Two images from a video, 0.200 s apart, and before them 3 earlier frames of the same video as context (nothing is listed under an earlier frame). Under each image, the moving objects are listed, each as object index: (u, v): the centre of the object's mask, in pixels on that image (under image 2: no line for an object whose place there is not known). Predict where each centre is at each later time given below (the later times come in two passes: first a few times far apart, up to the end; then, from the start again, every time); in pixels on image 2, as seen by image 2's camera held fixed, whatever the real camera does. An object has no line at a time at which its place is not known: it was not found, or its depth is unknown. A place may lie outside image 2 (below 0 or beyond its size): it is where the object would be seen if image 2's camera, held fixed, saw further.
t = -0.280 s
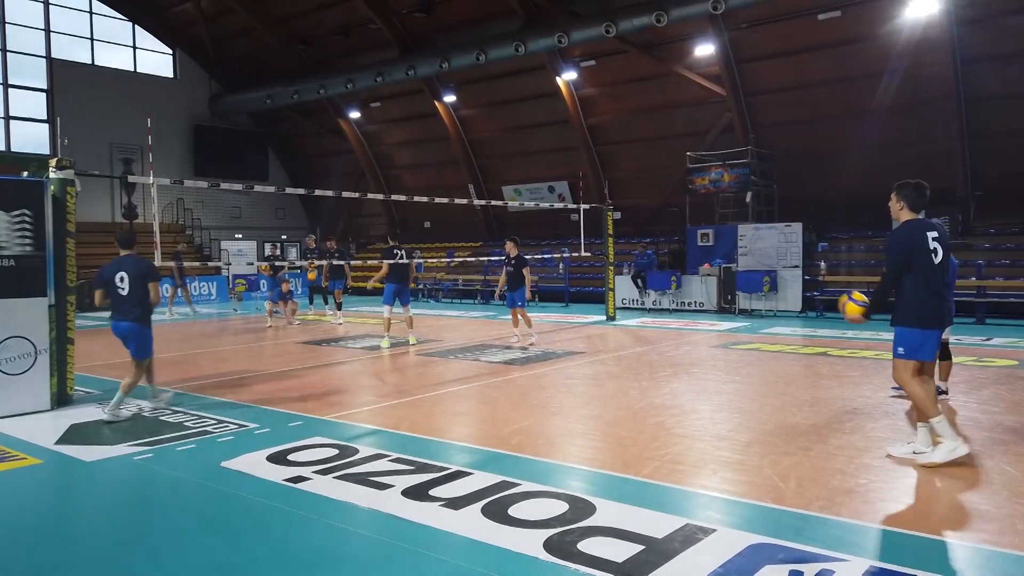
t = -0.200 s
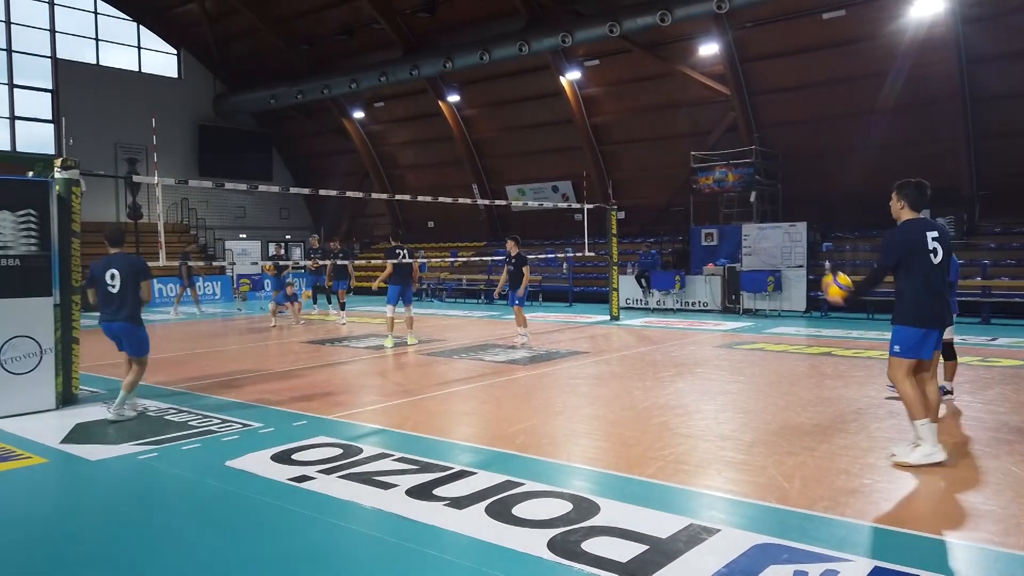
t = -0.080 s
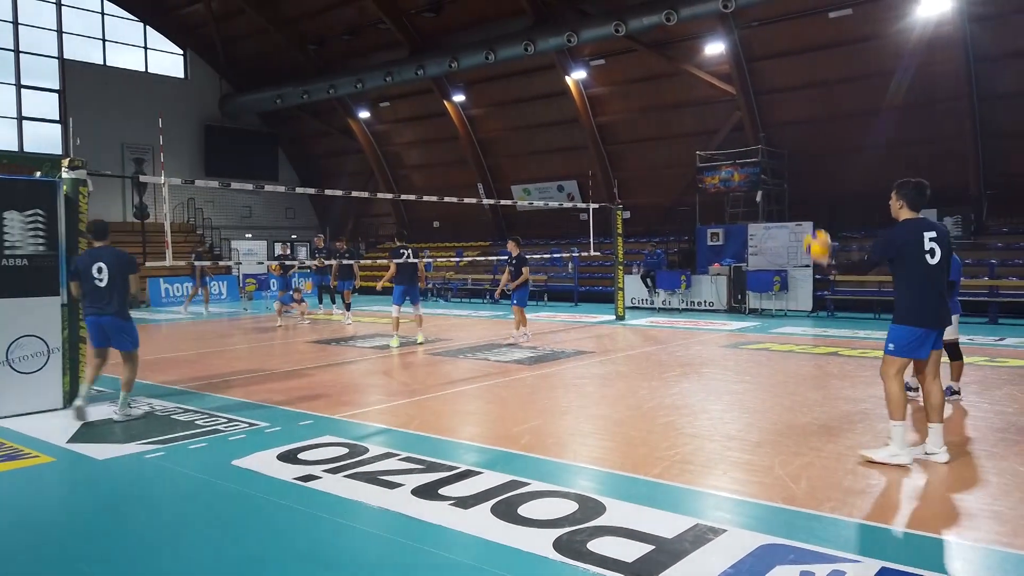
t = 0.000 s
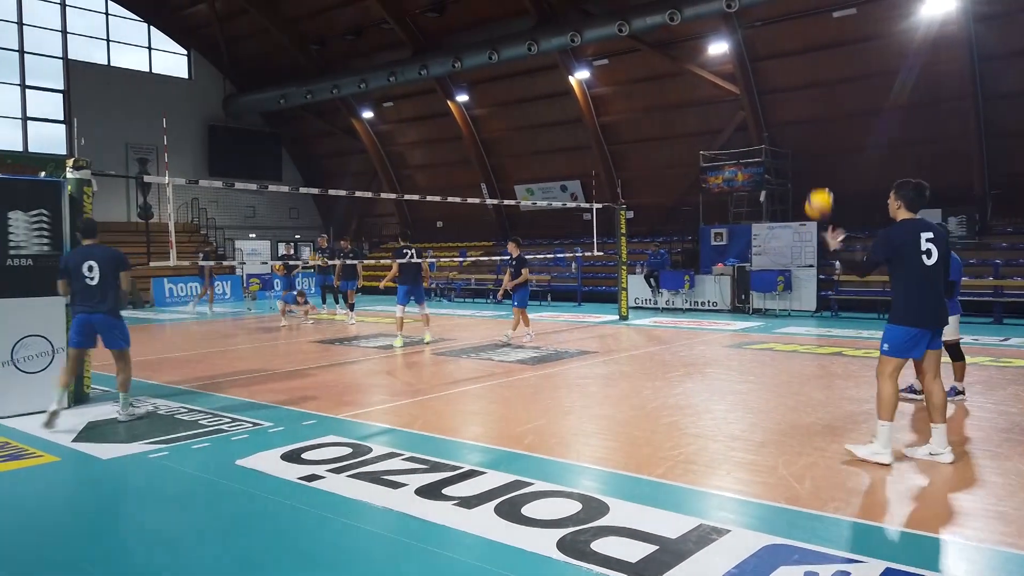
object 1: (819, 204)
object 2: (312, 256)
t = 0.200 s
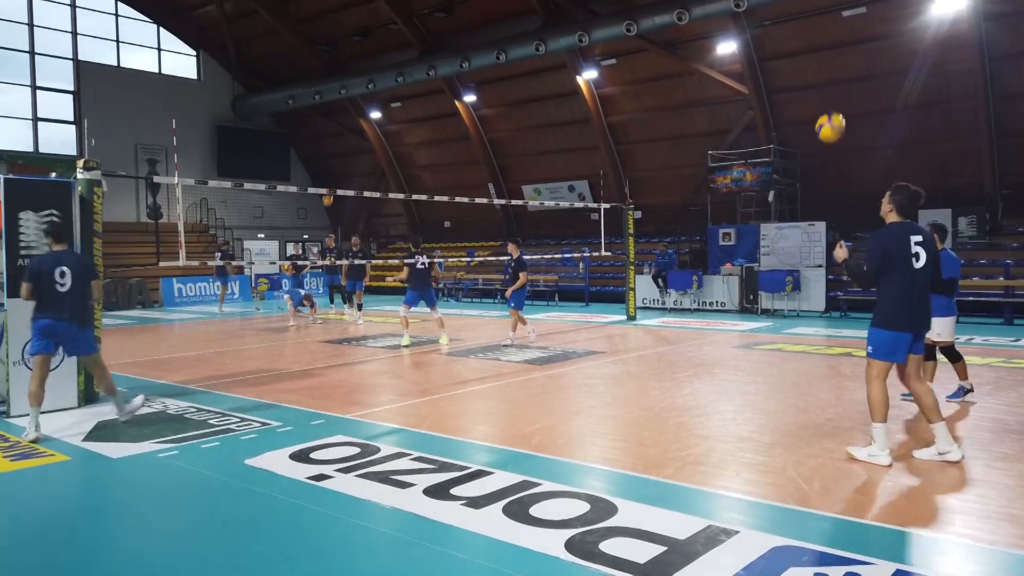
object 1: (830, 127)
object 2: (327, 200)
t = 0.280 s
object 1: (831, 110)
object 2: (330, 182)
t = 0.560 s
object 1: (834, 112)
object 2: (342, 139)
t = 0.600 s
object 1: (835, 120)
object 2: (344, 136)
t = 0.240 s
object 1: (831, 118)
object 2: (330, 190)
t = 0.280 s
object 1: (831, 110)
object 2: (330, 182)
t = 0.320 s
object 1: (832, 104)
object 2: (332, 173)
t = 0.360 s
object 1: (832, 100)
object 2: (333, 166)
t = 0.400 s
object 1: (832, 99)
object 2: (335, 159)
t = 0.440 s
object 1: (833, 99)
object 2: (336, 153)
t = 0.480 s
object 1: (834, 101)
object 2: (338, 147)
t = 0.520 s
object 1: (834, 105)
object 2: (340, 142)
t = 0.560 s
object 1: (834, 112)
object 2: (342, 139)
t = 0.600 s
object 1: (835, 120)
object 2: (344, 136)
